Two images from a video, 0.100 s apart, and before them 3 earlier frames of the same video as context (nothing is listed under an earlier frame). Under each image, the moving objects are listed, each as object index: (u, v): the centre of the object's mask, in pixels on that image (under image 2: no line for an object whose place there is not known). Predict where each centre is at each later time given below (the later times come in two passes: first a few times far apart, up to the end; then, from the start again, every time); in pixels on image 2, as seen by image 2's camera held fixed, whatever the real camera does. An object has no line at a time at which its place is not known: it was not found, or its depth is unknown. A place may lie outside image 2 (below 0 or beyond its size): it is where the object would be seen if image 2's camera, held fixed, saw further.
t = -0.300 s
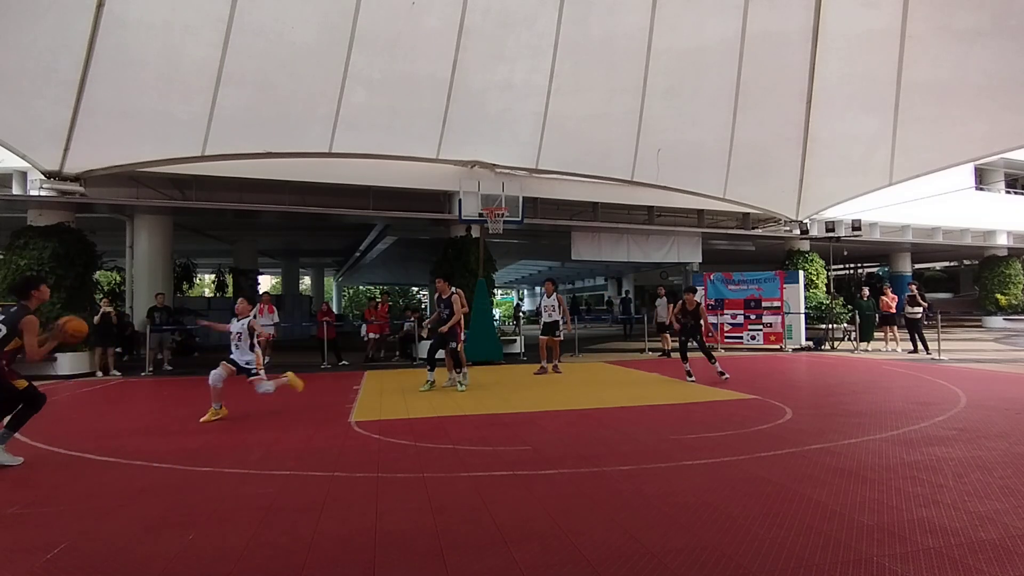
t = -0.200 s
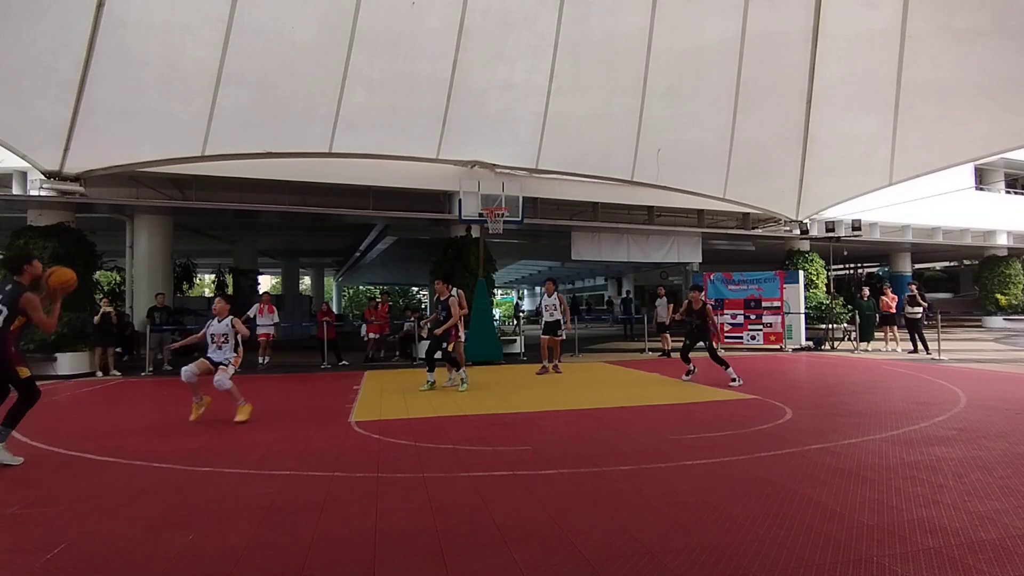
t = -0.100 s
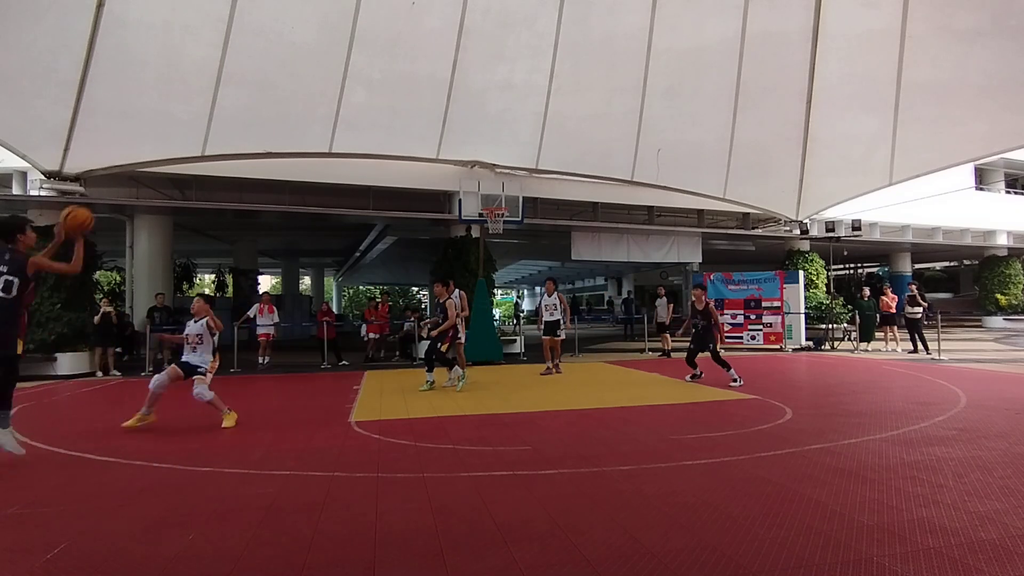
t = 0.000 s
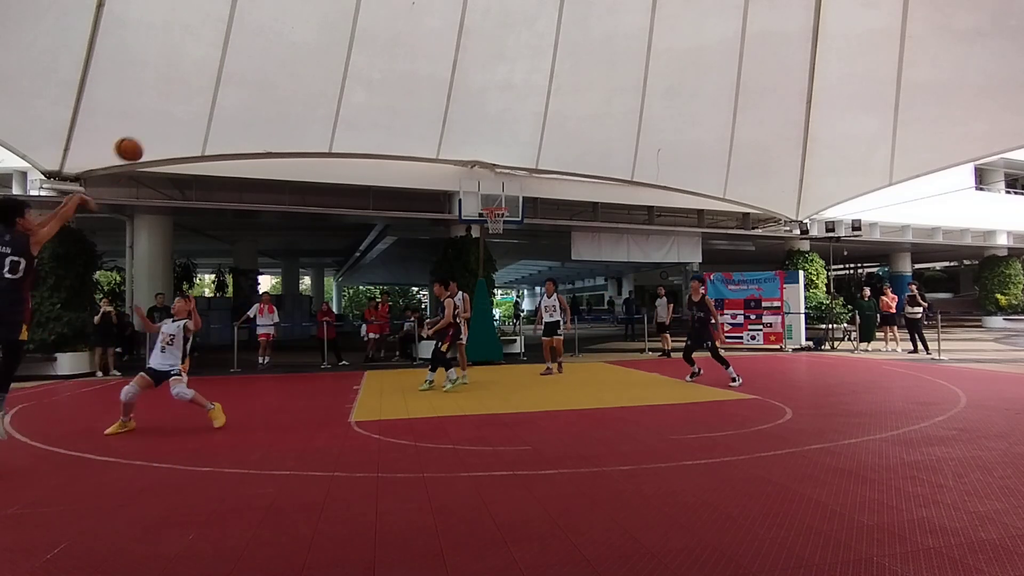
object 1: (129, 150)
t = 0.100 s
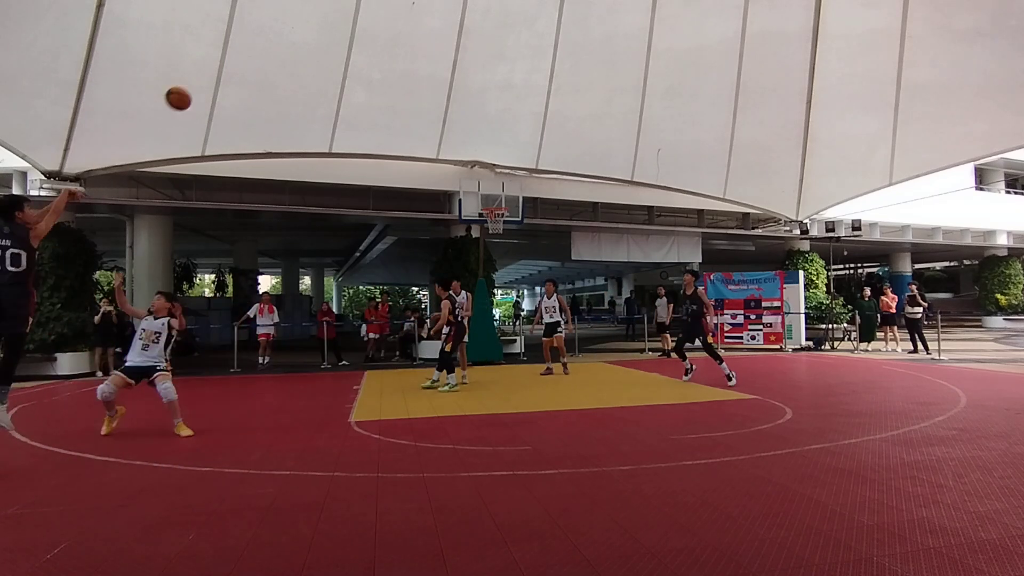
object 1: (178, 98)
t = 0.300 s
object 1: (258, 39)
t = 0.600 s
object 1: (347, 26)
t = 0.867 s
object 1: (406, 63)
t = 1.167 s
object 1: (457, 143)
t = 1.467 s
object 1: (499, 253)
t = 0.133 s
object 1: (193, 85)
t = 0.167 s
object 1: (207, 73)
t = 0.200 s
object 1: (221, 63)
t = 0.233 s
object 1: (234, 53)
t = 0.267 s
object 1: (246, 46)
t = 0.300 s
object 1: (258, 39)
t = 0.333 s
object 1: (270, 34)
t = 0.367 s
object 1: (281, 30)
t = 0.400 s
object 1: (291, 27)
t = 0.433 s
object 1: (302, 25)
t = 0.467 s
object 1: (311, 23)
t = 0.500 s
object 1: (321, 23)
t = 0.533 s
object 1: (330, 23)
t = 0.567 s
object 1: (339, 24)
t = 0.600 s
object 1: (347, 26)
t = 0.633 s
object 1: (355, 29)
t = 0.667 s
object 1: (363, 32)
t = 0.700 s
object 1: (371, 36)
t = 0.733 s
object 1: (378, 40)
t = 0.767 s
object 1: (386, 45)
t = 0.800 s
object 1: (393, 51)
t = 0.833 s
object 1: (399, 57)
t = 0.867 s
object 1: (406, 63)
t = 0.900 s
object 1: (412, 71)
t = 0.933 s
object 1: (418, 78)
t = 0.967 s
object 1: (424, 86)
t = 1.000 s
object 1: (430, 95)
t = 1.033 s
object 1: (436, 104)
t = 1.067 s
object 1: (441, 113)
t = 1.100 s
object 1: (447, 123)
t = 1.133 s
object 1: (452, 133)
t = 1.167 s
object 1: (457, 143)
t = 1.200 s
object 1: (462, 154)
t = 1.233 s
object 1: (467, 166)
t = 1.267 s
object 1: (472, 177)
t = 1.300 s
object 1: (477, 189)
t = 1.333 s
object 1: (481, 201)
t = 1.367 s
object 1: (485, 213)
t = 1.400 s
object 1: (489, 226)
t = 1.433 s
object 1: (495, 240)
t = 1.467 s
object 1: (499, 253)
